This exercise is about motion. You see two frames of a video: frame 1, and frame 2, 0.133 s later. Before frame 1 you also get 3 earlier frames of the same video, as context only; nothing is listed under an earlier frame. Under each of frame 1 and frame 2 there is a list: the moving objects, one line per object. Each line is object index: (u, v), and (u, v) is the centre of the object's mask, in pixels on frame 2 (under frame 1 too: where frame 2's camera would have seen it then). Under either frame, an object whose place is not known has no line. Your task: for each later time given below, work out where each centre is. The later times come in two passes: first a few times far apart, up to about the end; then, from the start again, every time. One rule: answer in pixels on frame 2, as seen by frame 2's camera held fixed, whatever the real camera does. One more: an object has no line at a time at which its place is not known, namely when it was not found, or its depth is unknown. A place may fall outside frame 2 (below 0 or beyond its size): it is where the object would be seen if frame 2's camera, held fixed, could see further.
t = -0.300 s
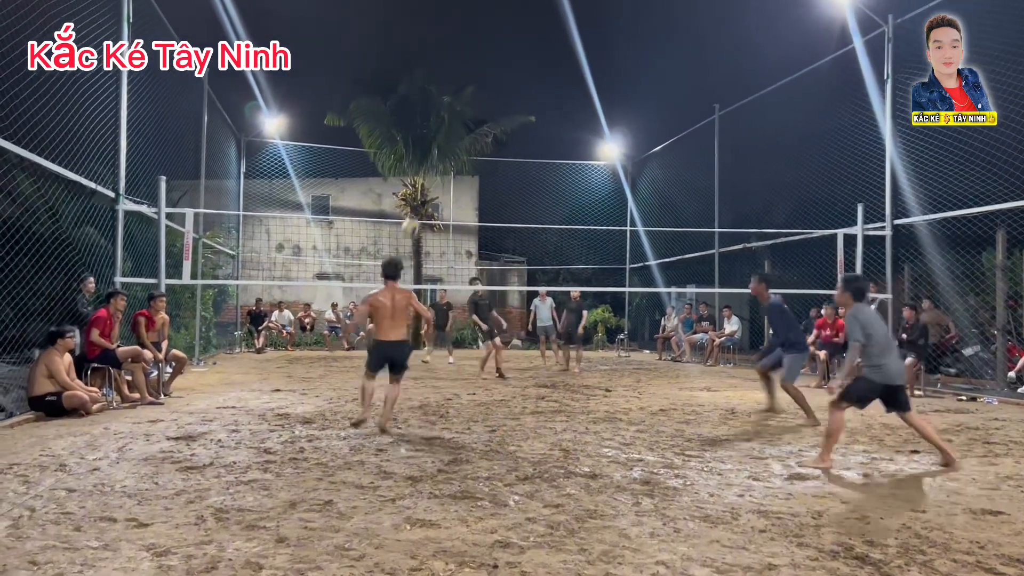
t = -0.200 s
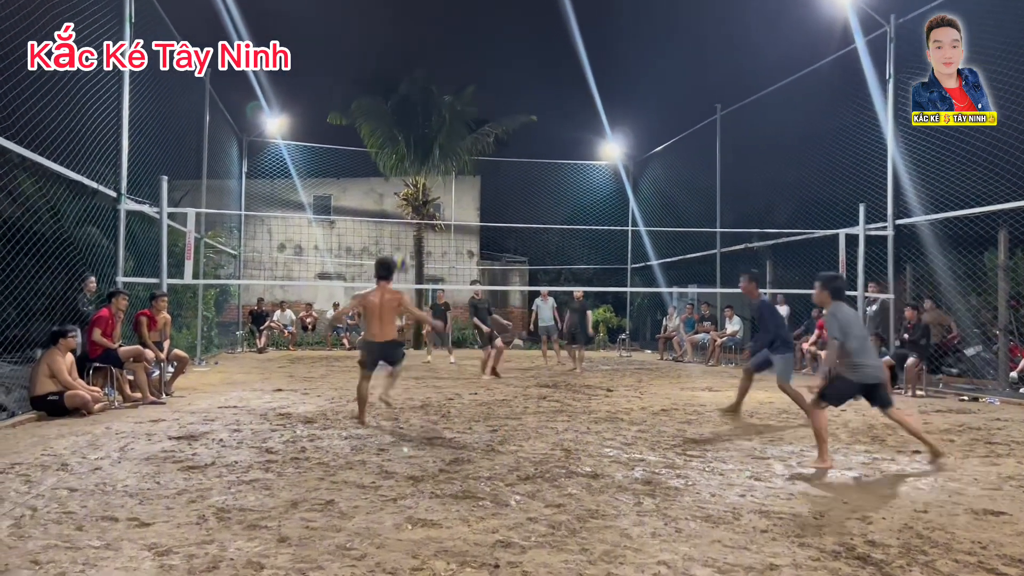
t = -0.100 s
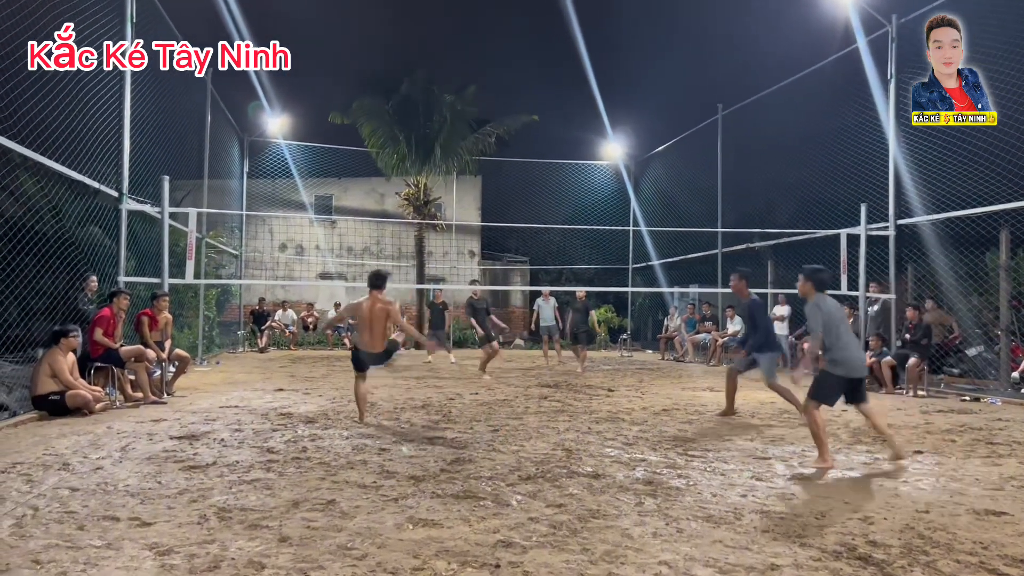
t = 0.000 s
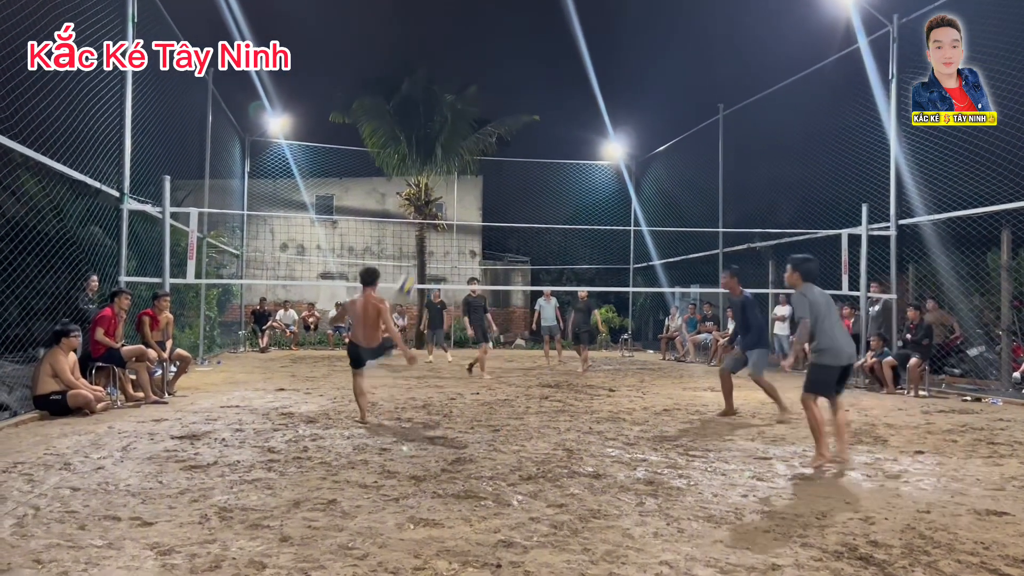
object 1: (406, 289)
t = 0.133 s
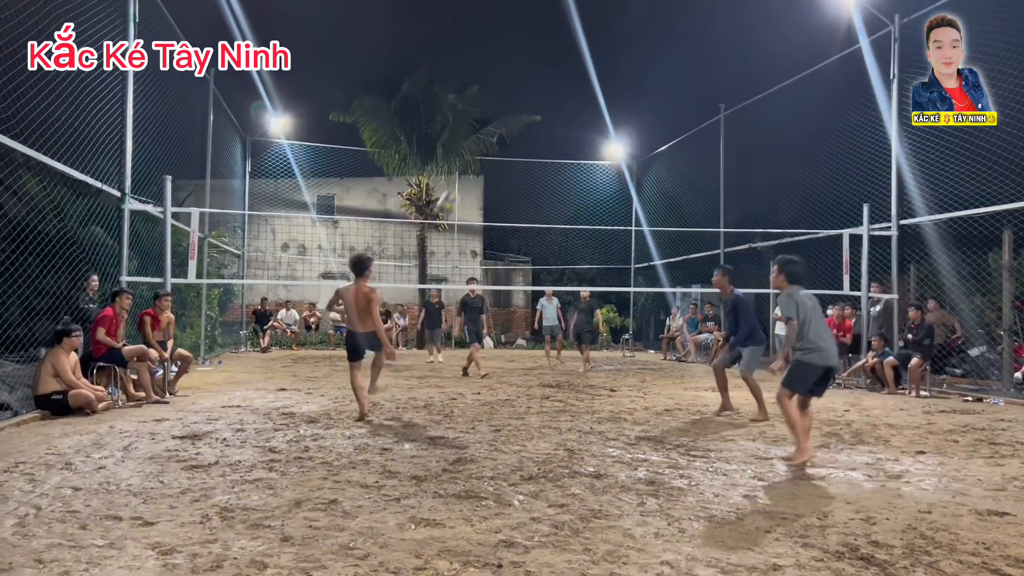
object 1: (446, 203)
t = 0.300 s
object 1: (500, 122)
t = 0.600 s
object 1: (593, 39)
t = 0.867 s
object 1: (675, 36)
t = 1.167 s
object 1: (766, 111)
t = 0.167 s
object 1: (459, 184)
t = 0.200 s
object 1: (469, 167)
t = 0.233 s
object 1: (479, 152)
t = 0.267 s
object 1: (489, 136)
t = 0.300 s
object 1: (500, 122)
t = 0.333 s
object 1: (510, 108)
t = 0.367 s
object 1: (520, 96)
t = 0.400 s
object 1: (530, 86)
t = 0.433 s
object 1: (540, 75)
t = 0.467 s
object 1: (551, 66)
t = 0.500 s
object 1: (561, 58)
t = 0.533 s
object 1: (571, 51)
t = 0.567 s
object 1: (582, 44)
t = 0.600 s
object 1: (593, 39)
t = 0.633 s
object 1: (602, 36)
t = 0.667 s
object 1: (613, 33)
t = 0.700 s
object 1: (623, 31)
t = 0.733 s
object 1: (633, 29)
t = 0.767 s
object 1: (644, 29)
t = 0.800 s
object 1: (654, 30)
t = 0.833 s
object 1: (664, 33)
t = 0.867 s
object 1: (675, 36)
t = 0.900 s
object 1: (685, 40)
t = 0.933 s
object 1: (695, 45)
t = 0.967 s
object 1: (706, 51)
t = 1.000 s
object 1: (716, 59)
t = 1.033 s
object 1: (726, 67)
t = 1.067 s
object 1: (737, 77)
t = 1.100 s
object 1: (746, 87)
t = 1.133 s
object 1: (757, 99)
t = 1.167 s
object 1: (766, 111)
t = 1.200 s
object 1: (777, 126)
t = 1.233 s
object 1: (787, 141)
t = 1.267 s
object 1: (797, 157)
